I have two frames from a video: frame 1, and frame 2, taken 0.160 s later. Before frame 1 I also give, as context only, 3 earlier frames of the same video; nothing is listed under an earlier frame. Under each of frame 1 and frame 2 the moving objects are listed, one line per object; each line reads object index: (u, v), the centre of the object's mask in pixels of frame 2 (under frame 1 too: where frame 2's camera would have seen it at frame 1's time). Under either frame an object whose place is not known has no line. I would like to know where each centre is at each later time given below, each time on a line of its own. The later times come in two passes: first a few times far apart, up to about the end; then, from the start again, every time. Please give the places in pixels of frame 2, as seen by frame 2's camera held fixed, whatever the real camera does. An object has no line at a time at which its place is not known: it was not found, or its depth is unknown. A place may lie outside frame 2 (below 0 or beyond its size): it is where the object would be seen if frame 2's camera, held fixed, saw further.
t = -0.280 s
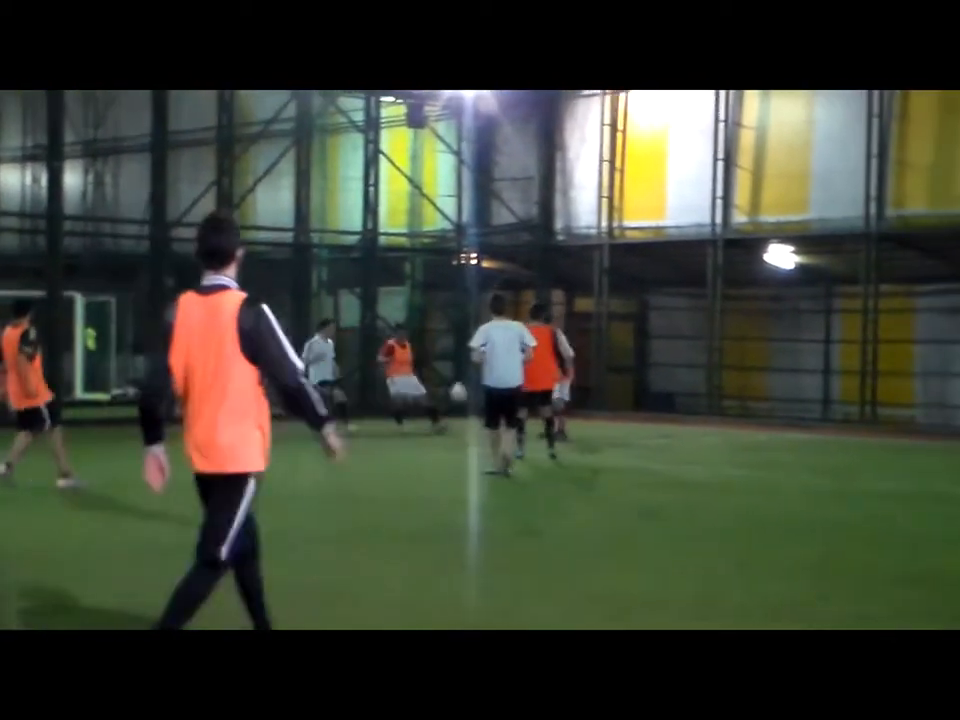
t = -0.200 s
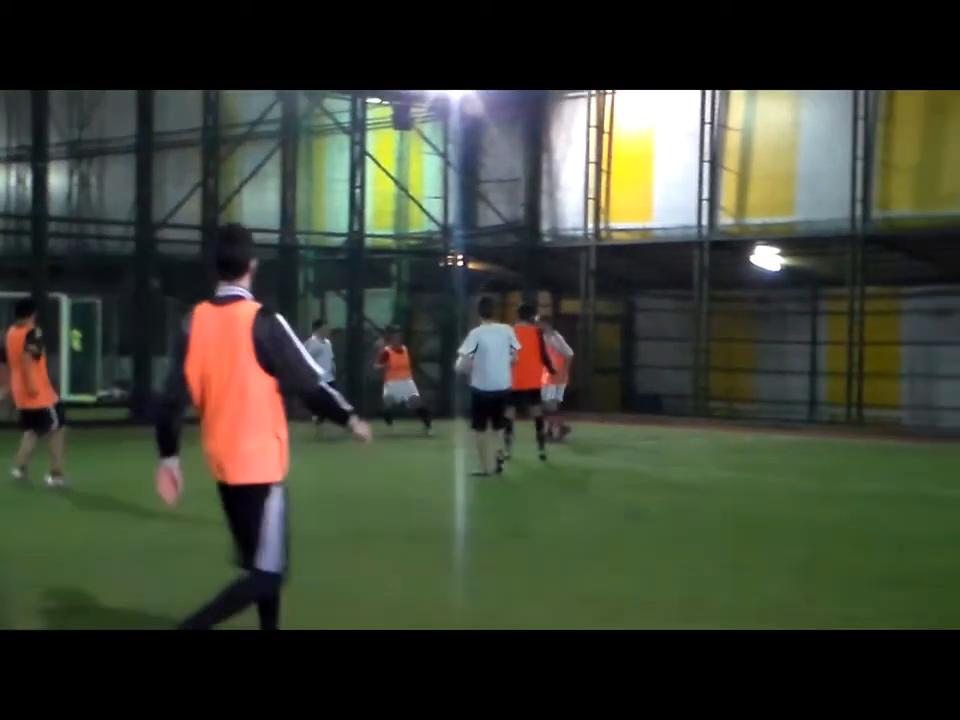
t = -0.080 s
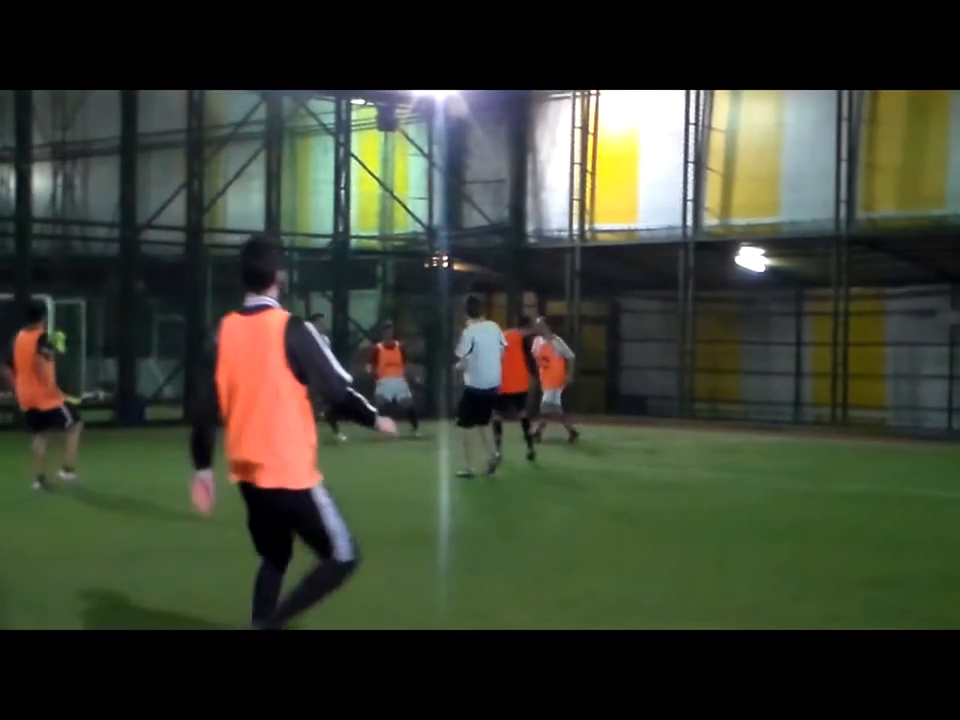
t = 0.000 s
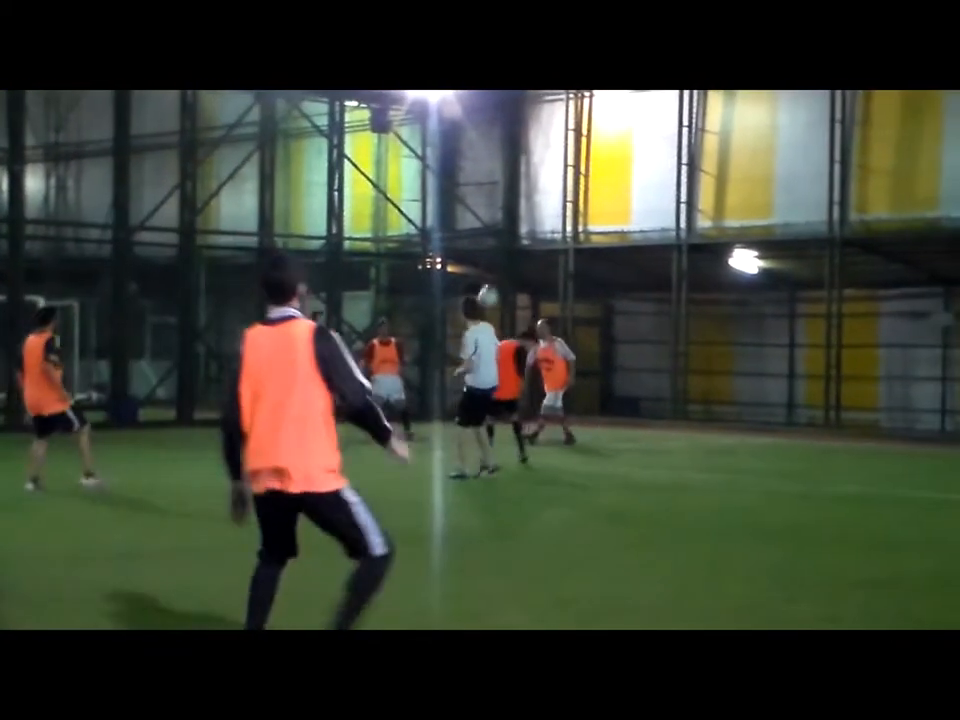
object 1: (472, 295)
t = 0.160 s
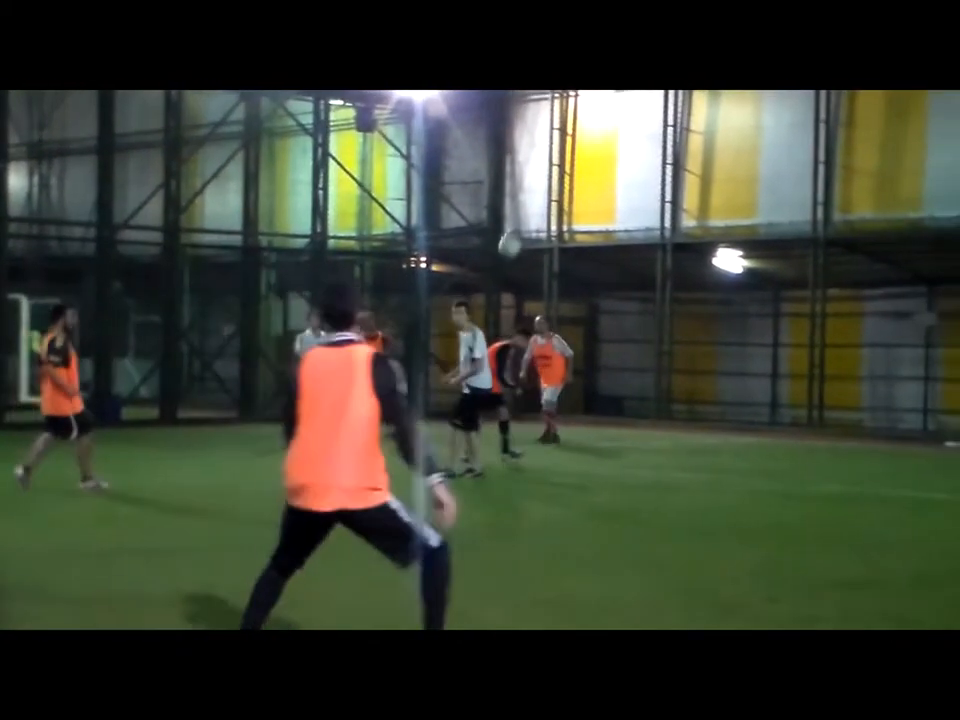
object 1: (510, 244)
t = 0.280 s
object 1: (539, 214)
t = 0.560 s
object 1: (618, 165)
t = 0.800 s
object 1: (698, 176)
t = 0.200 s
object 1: (518, 233)
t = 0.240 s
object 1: (530, 226)
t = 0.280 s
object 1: (539, 214)
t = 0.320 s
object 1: (550, 205)
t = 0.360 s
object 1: (560, 196)
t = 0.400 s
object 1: (571, 186)
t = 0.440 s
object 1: (582, 180)
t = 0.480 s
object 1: (594, 174)
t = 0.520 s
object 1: (606, 169)
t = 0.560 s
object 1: (618, 165)
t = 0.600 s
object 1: (631, 163)
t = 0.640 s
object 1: (644, 162)
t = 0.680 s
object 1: (657, 163)
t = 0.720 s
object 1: (672, 165)
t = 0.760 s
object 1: (685, 171)
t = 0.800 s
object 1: (698, 176)
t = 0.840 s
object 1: (715, 188)
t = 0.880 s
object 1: (732, 201)
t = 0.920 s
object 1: (749, 212)
